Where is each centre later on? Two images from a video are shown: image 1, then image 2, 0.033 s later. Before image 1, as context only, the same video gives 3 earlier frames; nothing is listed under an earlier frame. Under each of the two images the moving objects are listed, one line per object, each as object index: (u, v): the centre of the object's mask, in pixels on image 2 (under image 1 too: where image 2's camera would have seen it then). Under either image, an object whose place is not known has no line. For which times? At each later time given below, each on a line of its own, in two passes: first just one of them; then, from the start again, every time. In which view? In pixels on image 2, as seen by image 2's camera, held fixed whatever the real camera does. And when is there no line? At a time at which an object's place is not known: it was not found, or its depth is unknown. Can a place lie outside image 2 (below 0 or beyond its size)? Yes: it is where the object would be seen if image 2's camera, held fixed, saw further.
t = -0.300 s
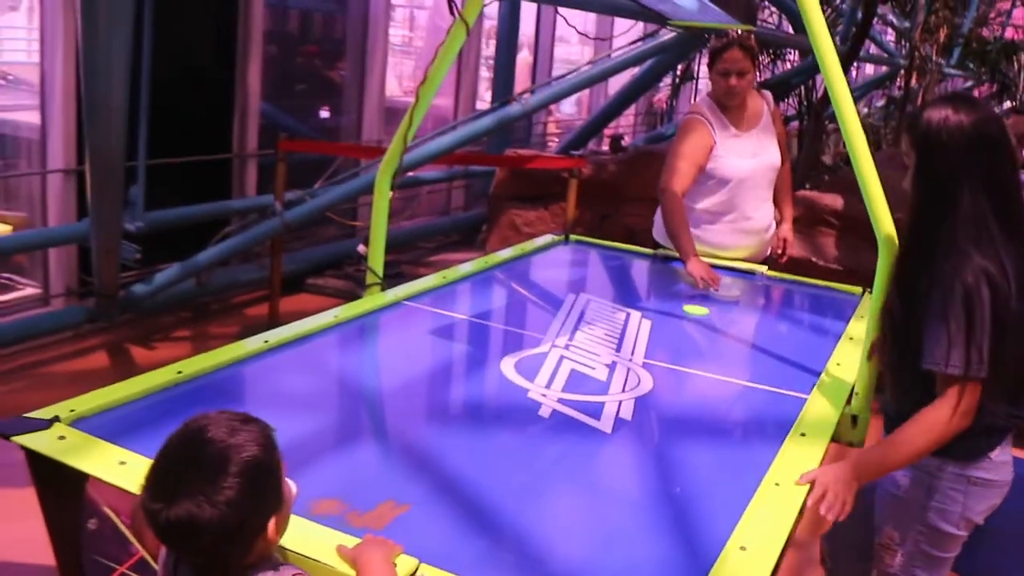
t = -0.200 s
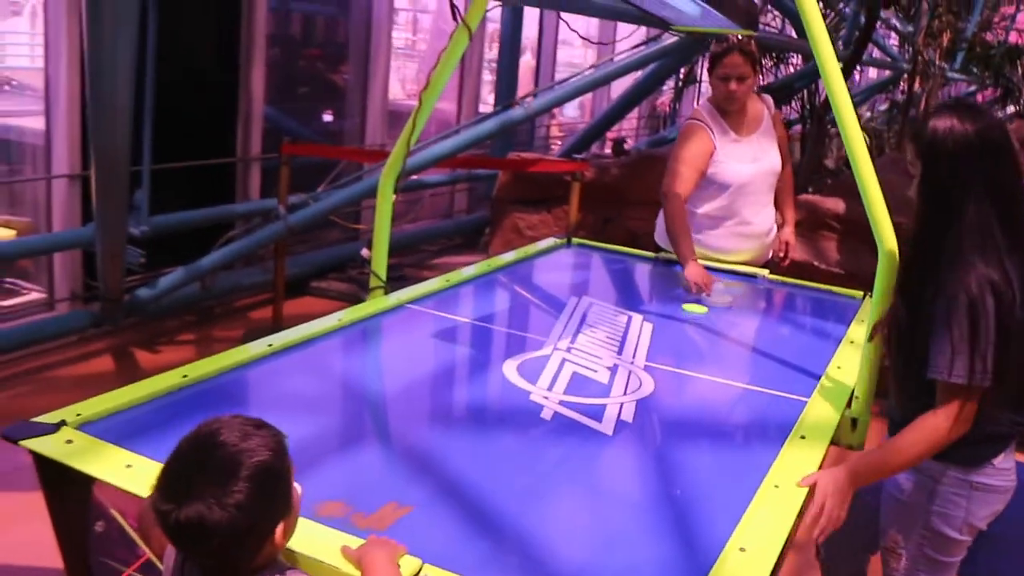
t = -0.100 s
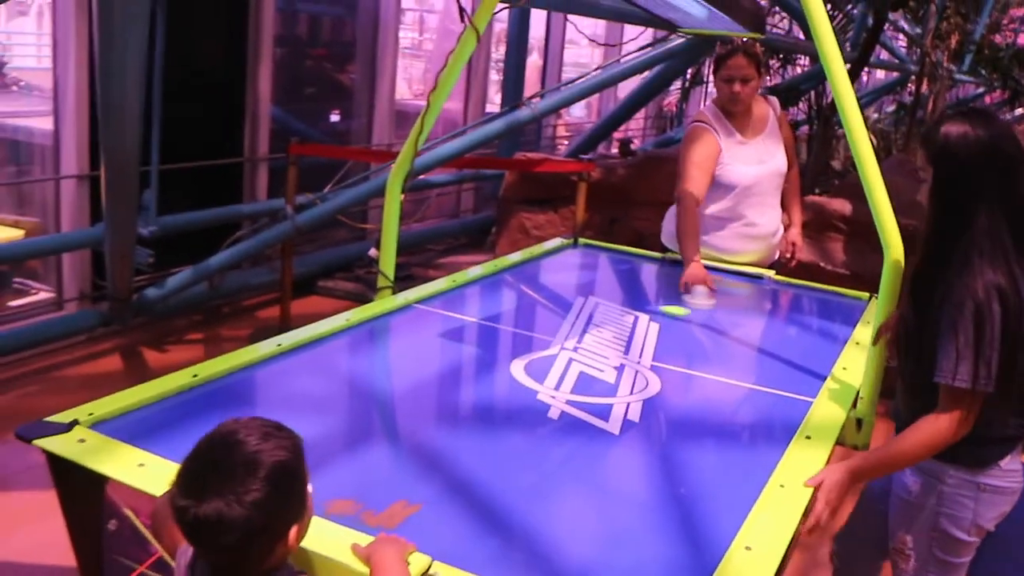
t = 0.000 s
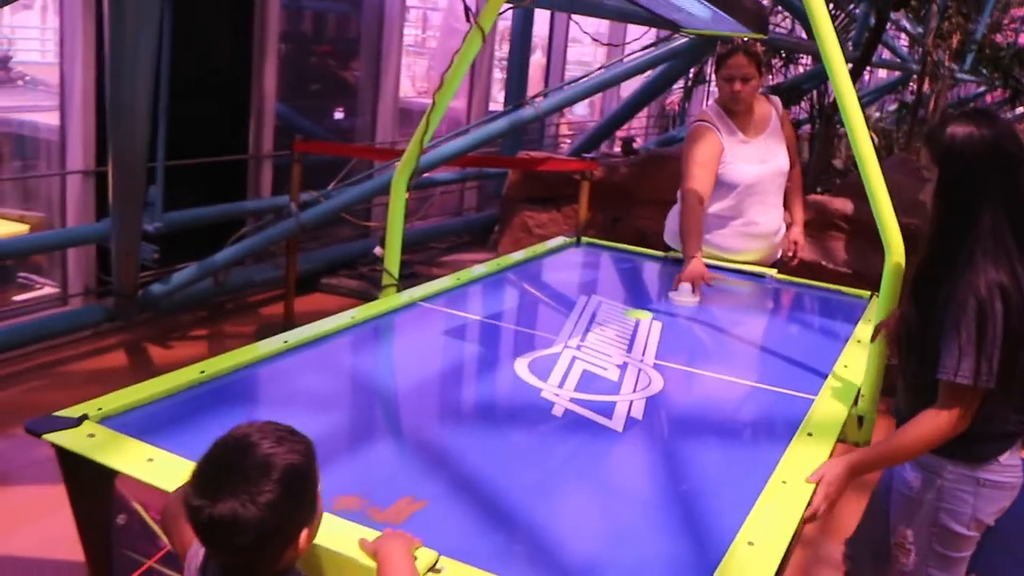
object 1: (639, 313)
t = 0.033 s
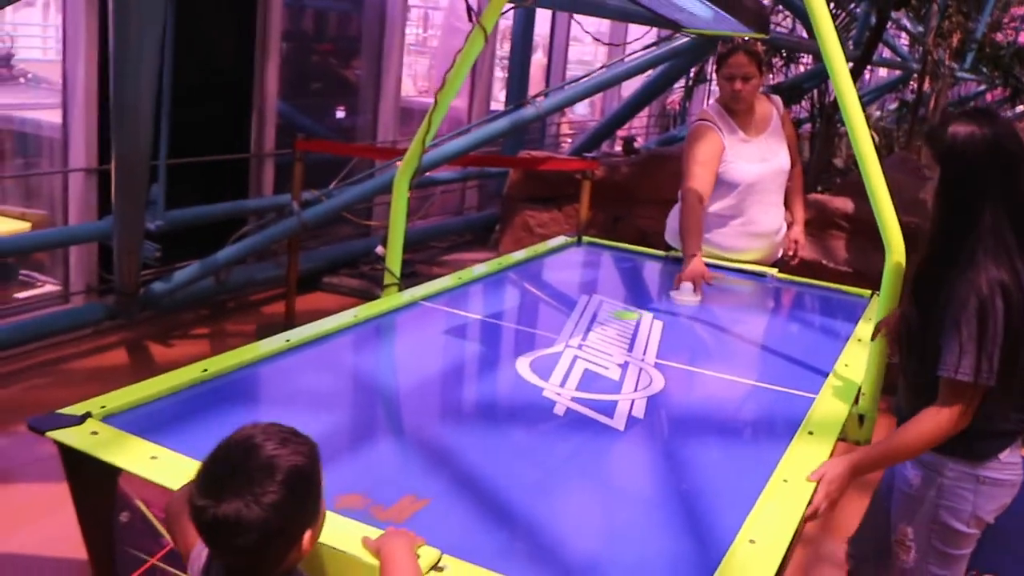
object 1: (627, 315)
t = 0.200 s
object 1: (555, 324)
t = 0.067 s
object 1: (611, 317)
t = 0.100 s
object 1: (598, 319)
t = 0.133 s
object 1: (586, 320)
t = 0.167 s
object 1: (569, 323)
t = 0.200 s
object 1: (555, 324)
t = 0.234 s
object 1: (541, 326)
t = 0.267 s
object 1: (527, 328)
